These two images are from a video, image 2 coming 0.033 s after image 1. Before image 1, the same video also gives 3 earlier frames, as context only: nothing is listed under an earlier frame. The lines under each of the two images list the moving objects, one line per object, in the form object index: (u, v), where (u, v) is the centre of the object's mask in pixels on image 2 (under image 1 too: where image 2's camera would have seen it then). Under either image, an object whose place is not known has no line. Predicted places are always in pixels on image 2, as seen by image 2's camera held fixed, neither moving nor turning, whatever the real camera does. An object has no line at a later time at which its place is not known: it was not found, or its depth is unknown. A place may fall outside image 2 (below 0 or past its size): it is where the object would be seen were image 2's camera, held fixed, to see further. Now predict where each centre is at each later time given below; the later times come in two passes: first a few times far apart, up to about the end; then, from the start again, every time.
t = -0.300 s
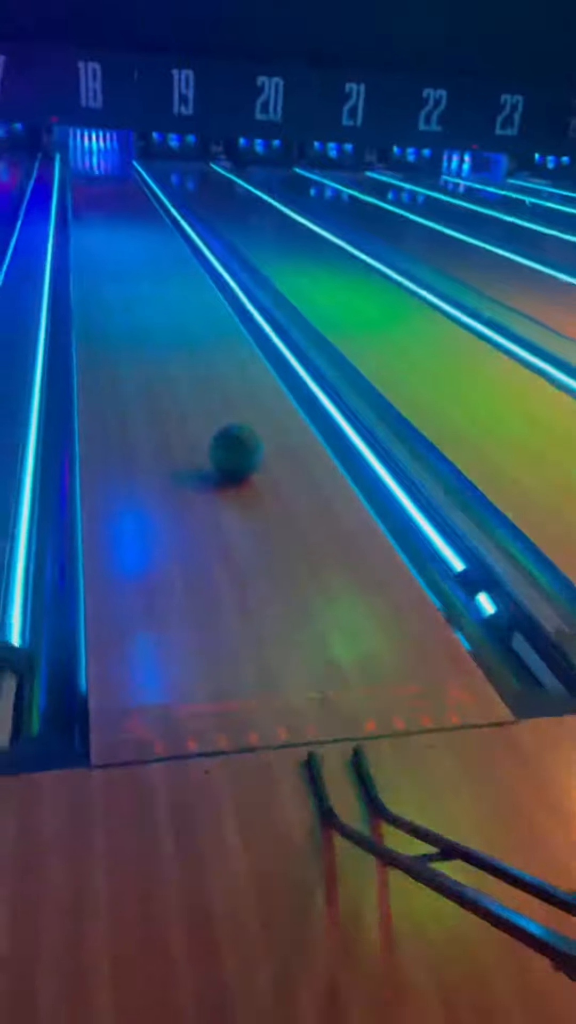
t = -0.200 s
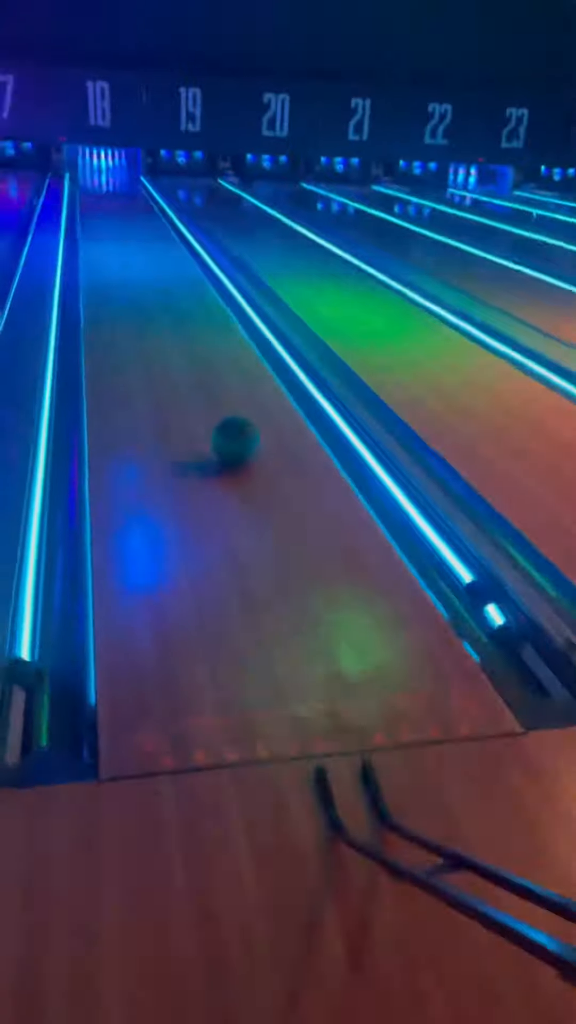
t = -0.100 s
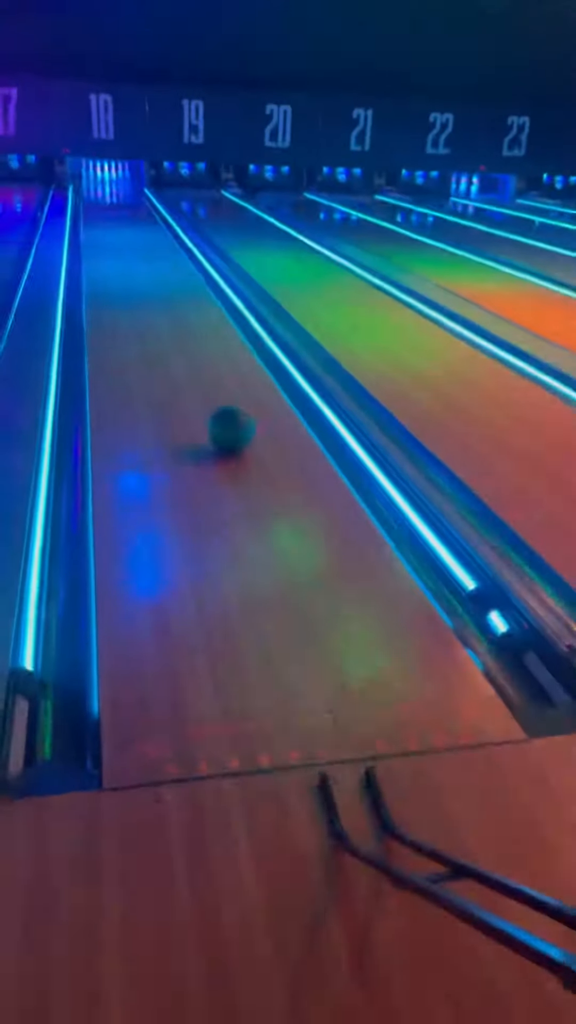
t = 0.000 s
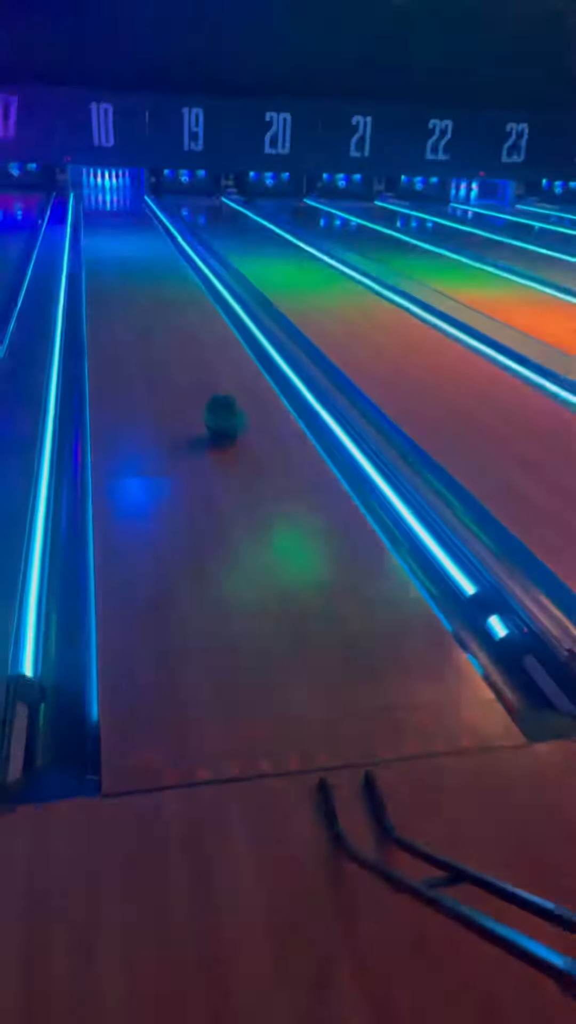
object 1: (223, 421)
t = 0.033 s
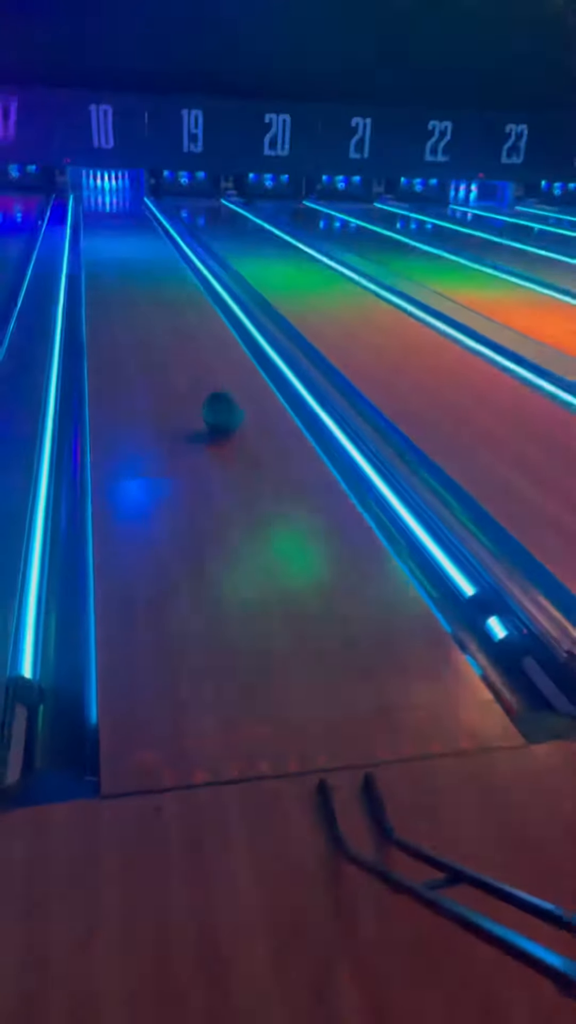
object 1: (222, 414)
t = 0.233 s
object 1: (212, 387)
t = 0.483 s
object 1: (203, 356)
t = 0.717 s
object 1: (195, 330)
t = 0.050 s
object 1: (220, 412)
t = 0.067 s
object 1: (219, 409)
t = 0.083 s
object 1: (219, 406)
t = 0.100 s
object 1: (218, 403)
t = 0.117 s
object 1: (218, 400)
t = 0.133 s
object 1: (216, 398)
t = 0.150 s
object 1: (216, 396)
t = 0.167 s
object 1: (216, 393)
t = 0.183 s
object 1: (214, 393)
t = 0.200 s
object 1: (213, 392)
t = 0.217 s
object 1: (213, 388)
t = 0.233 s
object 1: (212, 387)
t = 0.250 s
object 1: (211, 384)
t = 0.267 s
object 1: (212, 383)
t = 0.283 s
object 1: (209, 379)
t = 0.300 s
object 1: (208, 377)
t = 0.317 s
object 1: (208, 376)
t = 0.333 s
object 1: (208, 373)
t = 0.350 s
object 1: (207, 371)
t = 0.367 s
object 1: (206, 370)
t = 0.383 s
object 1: (206, 367)
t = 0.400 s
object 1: (205, 365)
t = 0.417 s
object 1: (204, 364)
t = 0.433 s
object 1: (204, 361)
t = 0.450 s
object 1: (204, 359)
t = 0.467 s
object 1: (202, 357)
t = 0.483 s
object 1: (203, 356)
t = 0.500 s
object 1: (202, 354)
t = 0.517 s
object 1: (200, 353)
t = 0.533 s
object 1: (199, 351)
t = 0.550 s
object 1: (199, 350)
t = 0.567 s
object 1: (199, 348)
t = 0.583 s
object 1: (199, 347)
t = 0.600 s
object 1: (199, 346)
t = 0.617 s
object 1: (198, 344)
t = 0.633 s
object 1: (197, 341)
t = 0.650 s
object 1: (198, 339)
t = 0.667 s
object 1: (197, 338)
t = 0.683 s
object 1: (197, 336)
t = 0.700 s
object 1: (196, 334)
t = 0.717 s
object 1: (195, 330)
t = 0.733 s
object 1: (195, 331)
